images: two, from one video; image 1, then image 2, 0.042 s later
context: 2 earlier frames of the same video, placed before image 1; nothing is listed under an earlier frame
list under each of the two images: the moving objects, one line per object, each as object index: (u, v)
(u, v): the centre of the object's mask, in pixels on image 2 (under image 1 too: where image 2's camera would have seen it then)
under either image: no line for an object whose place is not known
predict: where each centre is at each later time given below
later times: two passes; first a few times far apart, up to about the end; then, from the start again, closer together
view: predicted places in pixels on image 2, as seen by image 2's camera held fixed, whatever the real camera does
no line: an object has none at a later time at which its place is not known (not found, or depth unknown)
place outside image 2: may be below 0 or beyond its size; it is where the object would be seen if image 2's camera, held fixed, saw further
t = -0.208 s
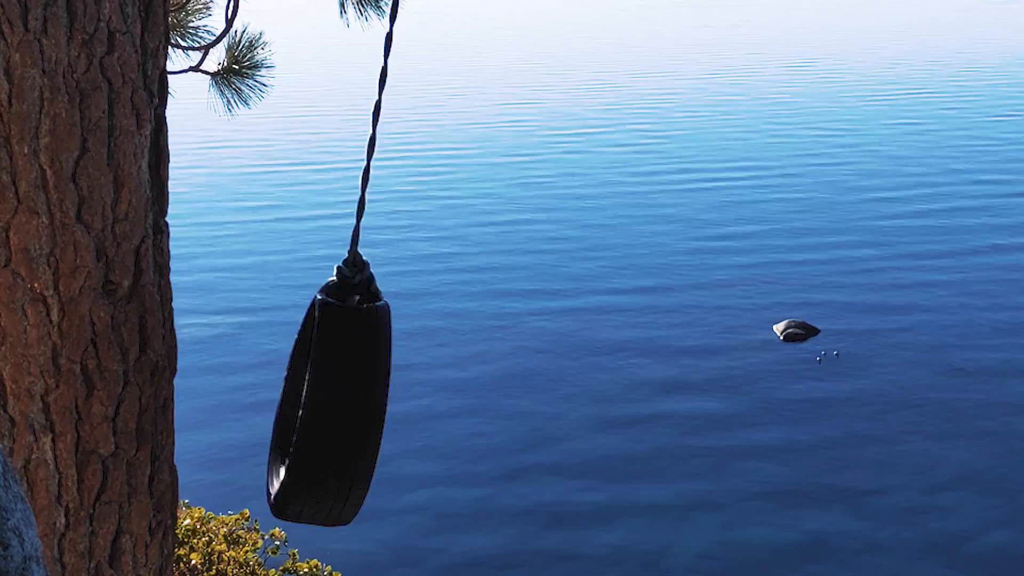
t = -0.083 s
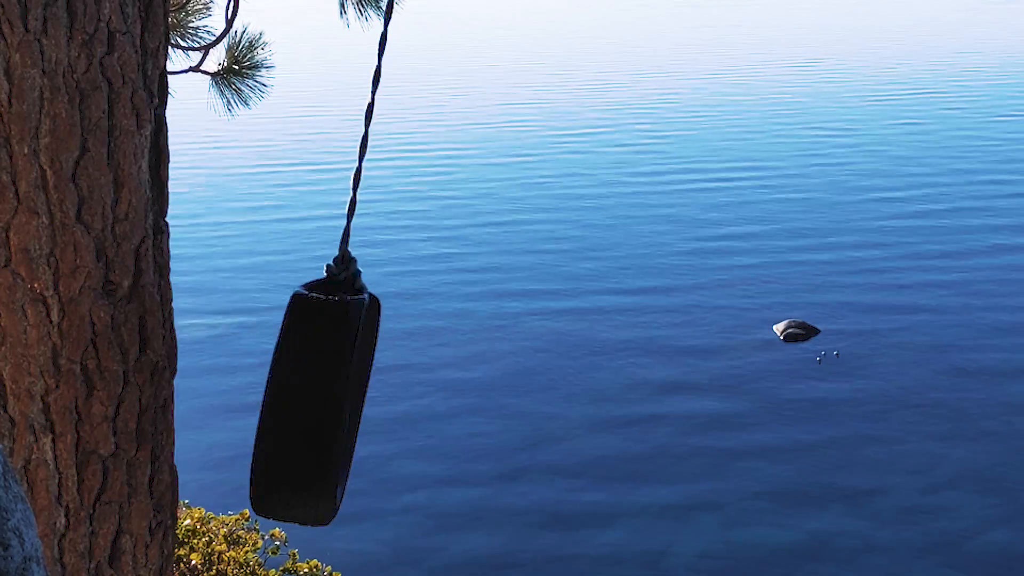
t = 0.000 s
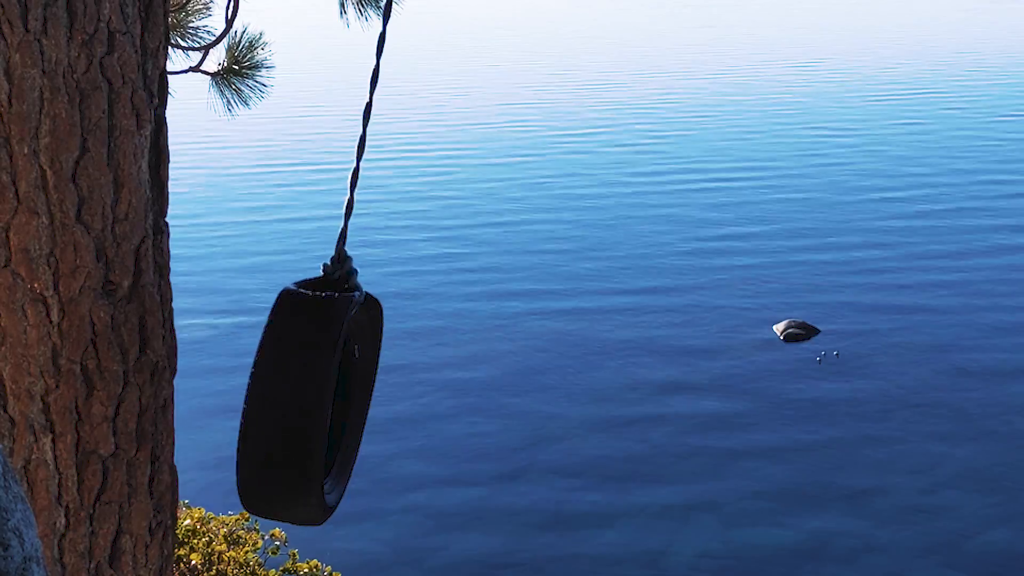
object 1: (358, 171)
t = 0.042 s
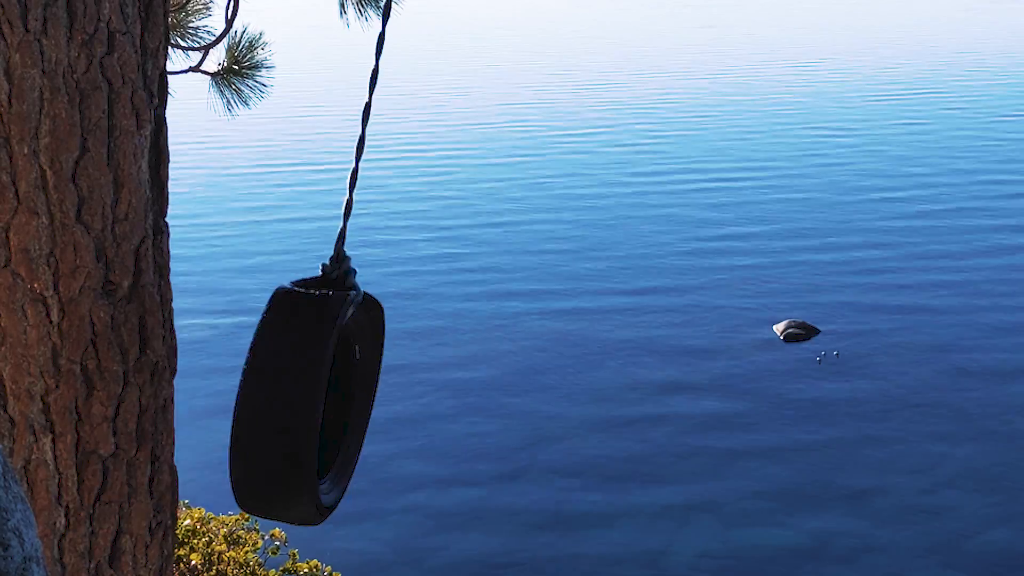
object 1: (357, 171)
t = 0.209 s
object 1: (356, 173)
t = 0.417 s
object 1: (359, 177)
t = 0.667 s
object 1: (362, 187)
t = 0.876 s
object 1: (368, 187)
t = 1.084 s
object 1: (376, 201)
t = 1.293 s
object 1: (394, 202)
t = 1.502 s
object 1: (421, 197)
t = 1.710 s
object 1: (456, 191)
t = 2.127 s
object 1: (505, 180)
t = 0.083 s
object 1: (355, 175)
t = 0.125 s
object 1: (355, 173)
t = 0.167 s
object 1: (355, 174)
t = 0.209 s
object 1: (356, 173)
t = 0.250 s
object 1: (356, 174)
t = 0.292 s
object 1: (357, 175)
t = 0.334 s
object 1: (358, 176)
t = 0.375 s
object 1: (359, 176)
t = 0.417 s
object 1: (359, 177)
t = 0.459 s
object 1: (360, 176)
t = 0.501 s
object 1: (360, 178)
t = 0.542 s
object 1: (361, 183)
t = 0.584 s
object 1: (361, 184)
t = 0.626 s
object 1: (362, 185)
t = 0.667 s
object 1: (362, 187)
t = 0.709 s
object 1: (363, 187)
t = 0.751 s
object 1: (366, 181)
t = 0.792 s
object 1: (366, 184)
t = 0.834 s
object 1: (366, 190)
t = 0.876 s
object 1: (368, 187)
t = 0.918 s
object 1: (369, 188)
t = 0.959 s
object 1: (369, 196)
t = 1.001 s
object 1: (372, 198)
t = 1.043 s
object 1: (374, 199)
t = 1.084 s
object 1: (376, 201)
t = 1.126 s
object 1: (378, 201)
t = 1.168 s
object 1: (380, 204)
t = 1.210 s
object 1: (387, 203)
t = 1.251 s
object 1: (390, 203)
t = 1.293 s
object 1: (394, 202)
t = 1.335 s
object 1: (397, 203)
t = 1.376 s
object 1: (402, 203)
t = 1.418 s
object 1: (406, 202)
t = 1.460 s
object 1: (415, 199)
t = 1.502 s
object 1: (421, 197)
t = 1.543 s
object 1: (431, 196)
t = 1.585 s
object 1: (436, 195)
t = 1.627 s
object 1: (441, 192)
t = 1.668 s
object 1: (452, 195)
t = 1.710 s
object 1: (456, 191)
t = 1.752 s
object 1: (461, 191)
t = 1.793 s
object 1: (466, 189)
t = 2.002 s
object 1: (489, 173)
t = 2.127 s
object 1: (505, 180)
